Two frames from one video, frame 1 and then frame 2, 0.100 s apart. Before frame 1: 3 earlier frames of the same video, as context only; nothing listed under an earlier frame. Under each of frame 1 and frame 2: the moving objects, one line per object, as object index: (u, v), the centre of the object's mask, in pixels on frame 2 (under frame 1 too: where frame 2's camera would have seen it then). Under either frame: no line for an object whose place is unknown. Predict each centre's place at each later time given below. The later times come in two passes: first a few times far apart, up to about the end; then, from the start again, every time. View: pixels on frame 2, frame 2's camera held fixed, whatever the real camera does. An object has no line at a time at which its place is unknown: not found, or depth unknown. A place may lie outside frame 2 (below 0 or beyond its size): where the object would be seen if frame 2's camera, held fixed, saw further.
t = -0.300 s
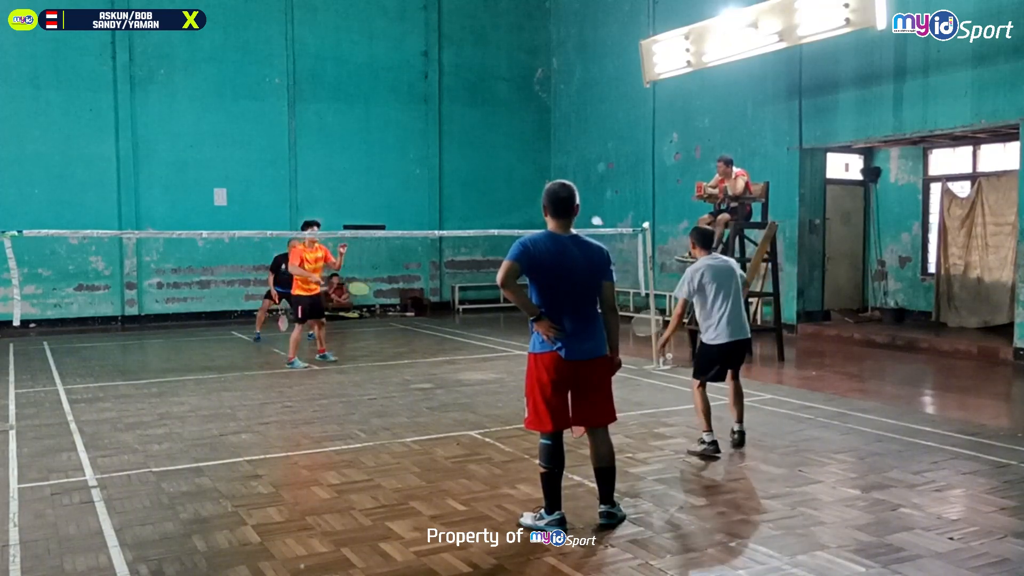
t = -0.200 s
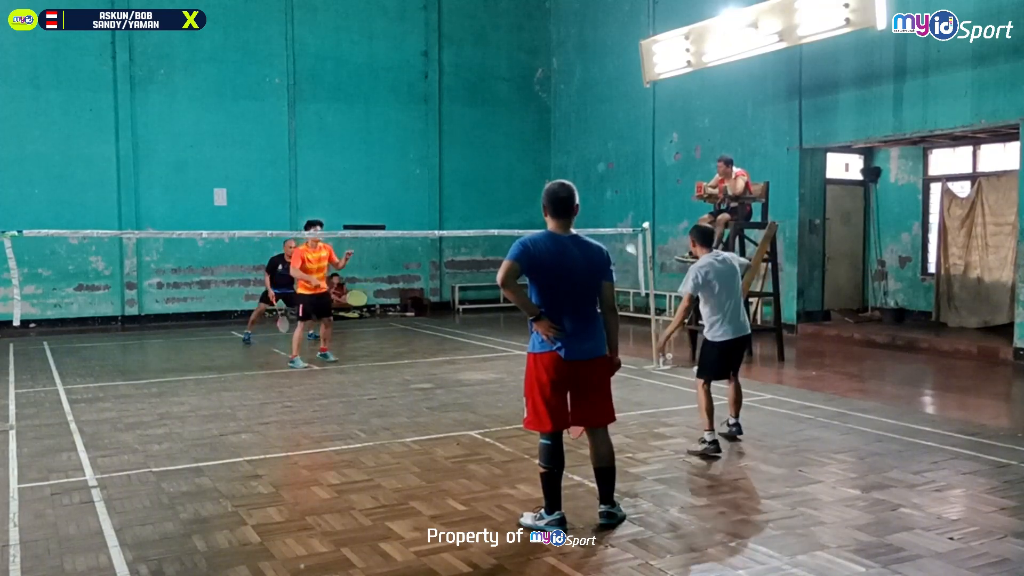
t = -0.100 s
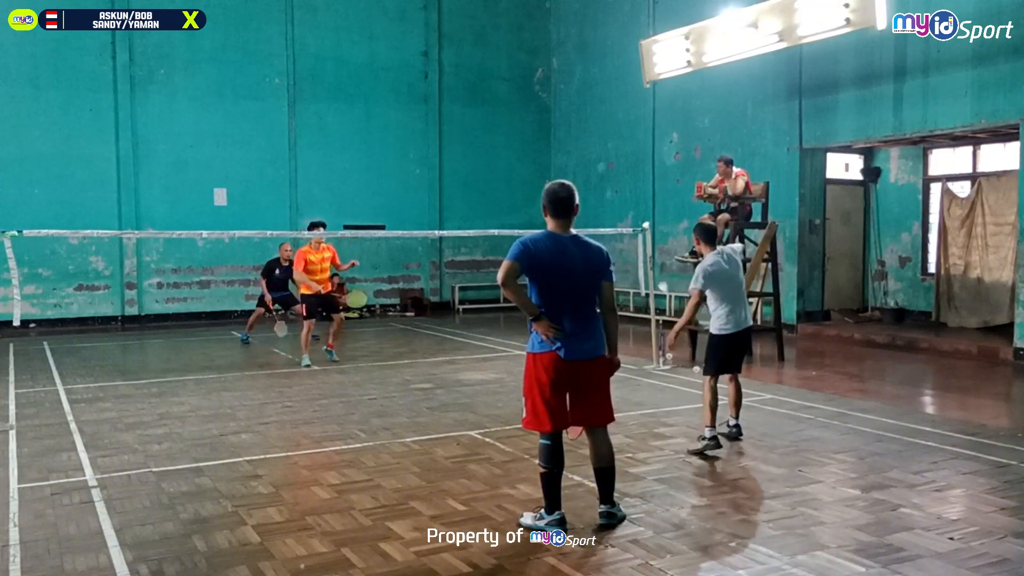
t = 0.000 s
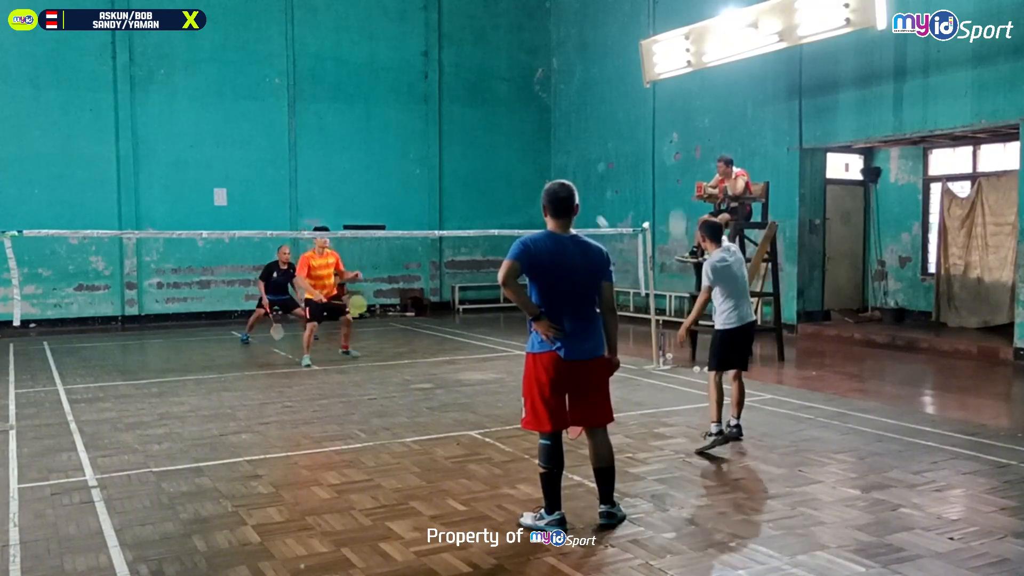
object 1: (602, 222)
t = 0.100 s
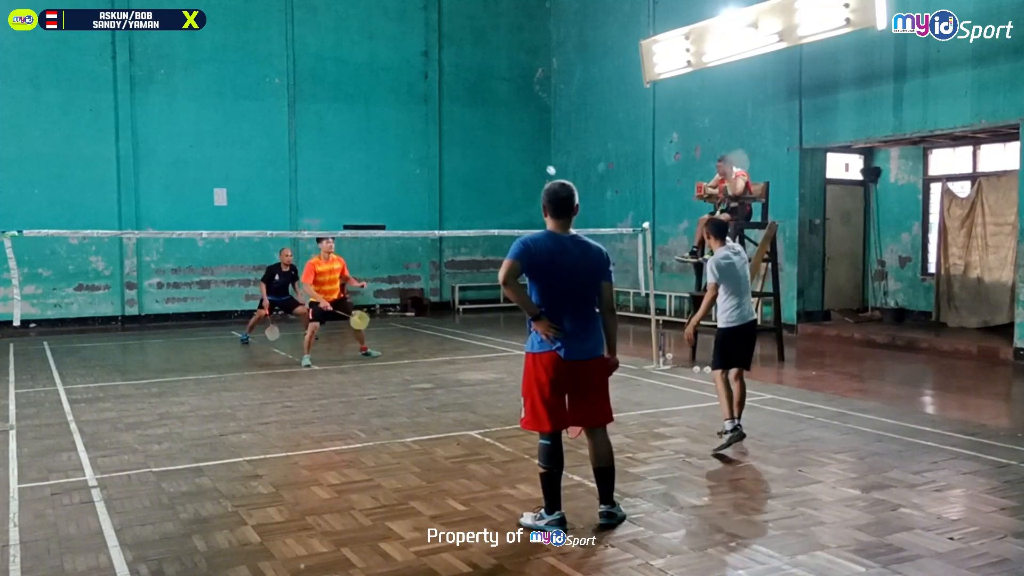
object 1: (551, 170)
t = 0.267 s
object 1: (508, 139)
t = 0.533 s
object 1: (475, 148)
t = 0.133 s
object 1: (540, 160)
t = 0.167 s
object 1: (530, 152)
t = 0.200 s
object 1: (522, 146)
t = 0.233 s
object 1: (515, 142)
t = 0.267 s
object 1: (508, 139)
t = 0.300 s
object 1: (503, 138)
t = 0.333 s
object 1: (497, 137)
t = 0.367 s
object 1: (493, 137)
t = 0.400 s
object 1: (489, 138)
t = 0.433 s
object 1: (485, 140)
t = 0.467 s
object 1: (482, 142)
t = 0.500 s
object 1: (478, 145)
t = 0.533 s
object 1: (475, 148)
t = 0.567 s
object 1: (473, 152)
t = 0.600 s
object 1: (470, 157)
